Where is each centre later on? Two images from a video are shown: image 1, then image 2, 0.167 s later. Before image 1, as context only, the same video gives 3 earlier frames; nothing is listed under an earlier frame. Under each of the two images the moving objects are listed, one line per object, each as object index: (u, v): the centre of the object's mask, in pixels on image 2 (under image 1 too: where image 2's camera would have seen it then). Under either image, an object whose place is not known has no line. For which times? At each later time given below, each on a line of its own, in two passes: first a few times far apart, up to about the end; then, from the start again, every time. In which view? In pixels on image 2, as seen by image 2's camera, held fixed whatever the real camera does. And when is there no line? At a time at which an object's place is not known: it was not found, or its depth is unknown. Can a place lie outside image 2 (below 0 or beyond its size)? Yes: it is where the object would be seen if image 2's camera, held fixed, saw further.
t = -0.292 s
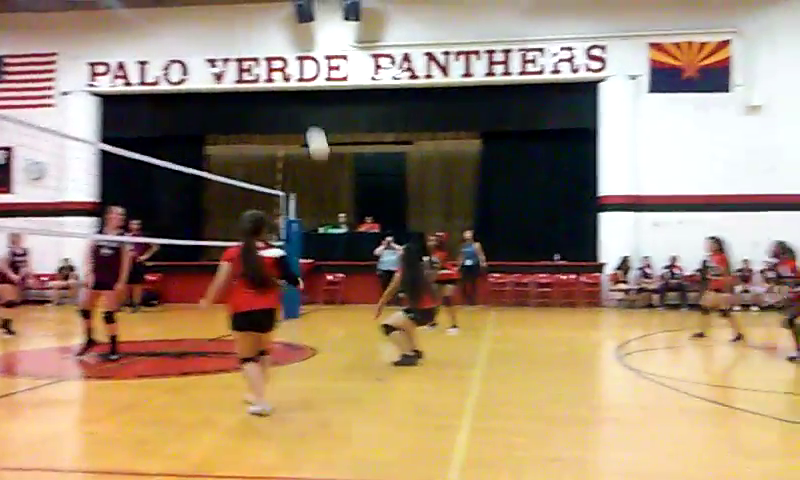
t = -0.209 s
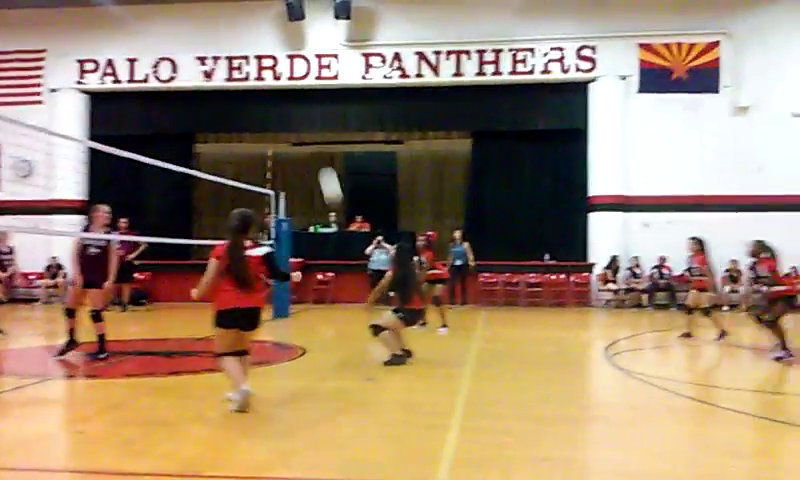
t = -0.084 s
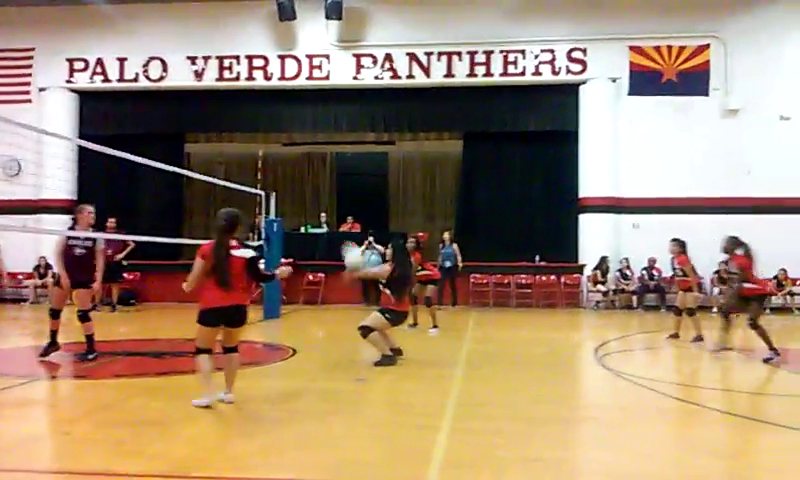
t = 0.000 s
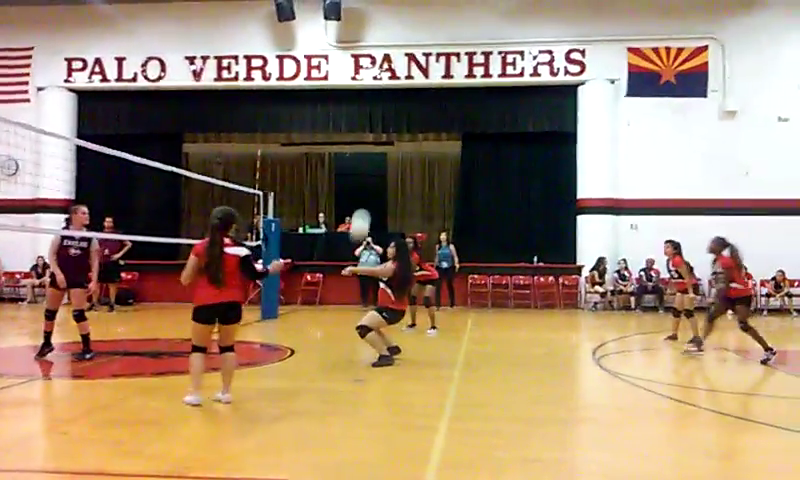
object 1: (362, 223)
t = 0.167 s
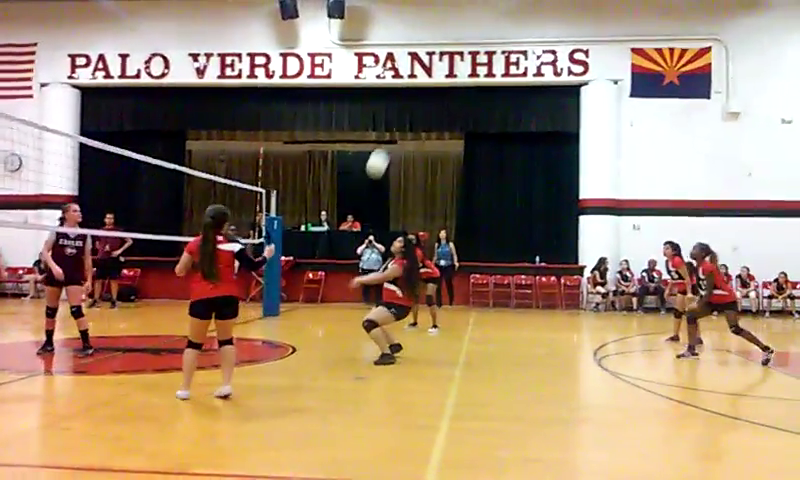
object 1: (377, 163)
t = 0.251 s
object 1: (385, 141)
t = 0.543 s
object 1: (412, 114)
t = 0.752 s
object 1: (431, 145)
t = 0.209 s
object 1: (381, 152)
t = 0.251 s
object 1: (385, 141)
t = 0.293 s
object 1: (389, 132)
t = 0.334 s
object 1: (393, 126)
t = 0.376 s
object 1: (396, 121)
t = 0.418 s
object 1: (400, 117)
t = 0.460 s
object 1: (404, 114)
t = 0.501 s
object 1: (408, 114)
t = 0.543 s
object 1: (412, 114)
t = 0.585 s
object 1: (416, 117)
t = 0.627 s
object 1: (420, 121)
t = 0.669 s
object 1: (423, 127)
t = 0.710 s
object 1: (427, 135)
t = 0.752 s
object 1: (431, 145)
